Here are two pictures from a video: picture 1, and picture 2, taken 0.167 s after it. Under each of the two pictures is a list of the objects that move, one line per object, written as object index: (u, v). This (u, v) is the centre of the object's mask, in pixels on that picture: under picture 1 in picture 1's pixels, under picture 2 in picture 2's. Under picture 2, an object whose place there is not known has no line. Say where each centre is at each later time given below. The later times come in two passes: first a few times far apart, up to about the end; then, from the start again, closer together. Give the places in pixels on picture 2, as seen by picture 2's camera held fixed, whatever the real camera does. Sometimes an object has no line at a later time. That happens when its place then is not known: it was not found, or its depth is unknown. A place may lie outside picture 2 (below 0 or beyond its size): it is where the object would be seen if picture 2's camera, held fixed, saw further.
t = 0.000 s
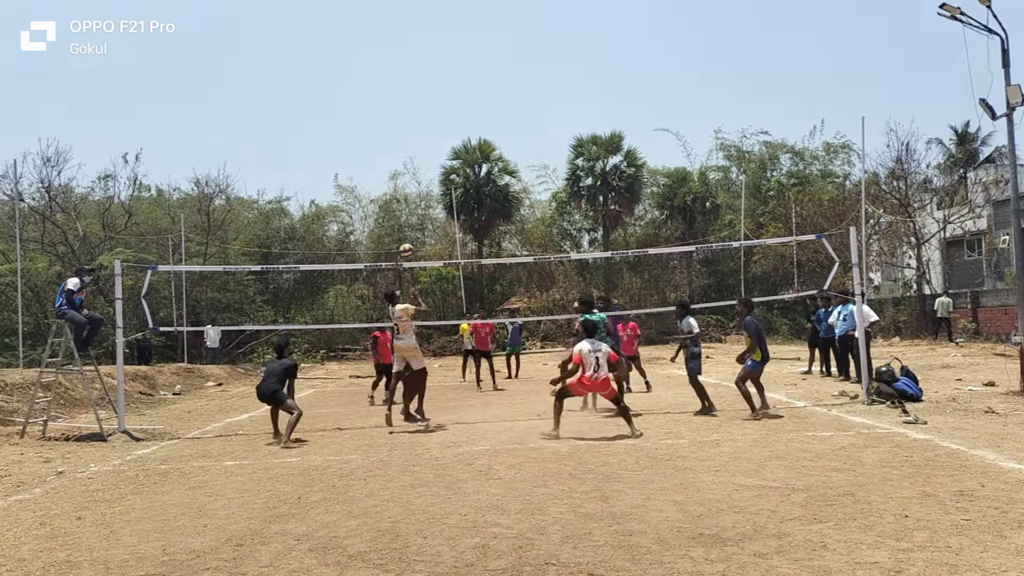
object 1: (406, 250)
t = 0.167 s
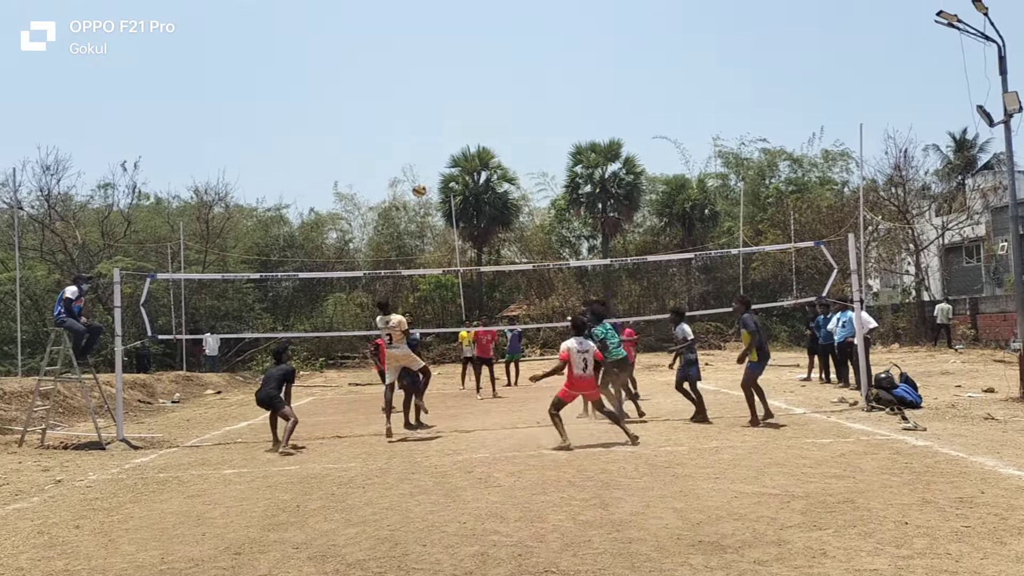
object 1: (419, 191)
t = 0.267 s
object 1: (427, 159)
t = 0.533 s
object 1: (449, 107)
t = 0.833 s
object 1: (476, 102)
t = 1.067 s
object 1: (498, 135)
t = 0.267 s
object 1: (427, 159)
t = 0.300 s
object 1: (430, 150)
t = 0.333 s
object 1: (432, 141)
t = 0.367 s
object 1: (435, 134)
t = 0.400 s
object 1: (438, 127)
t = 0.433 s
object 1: (441, 121)
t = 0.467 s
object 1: (444, 116)
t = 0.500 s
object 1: (446, 111)
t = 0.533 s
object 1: (449, 107)
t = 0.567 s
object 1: (452, 104)
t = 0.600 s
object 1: (455, 101)
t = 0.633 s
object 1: (457, 100)
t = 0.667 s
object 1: (461, 98)
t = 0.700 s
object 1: (463, 97)
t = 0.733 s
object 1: (466, 97)
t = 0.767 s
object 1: (469, 98)
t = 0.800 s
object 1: (472, 100)
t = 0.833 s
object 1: (476, 102)
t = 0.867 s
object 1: (479, 105)
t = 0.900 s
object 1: (482, 109)
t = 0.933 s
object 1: (485, 113)
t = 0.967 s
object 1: (488, 117)
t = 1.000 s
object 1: (491, 123)
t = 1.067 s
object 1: (498, 135)
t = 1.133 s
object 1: (501, 143)
